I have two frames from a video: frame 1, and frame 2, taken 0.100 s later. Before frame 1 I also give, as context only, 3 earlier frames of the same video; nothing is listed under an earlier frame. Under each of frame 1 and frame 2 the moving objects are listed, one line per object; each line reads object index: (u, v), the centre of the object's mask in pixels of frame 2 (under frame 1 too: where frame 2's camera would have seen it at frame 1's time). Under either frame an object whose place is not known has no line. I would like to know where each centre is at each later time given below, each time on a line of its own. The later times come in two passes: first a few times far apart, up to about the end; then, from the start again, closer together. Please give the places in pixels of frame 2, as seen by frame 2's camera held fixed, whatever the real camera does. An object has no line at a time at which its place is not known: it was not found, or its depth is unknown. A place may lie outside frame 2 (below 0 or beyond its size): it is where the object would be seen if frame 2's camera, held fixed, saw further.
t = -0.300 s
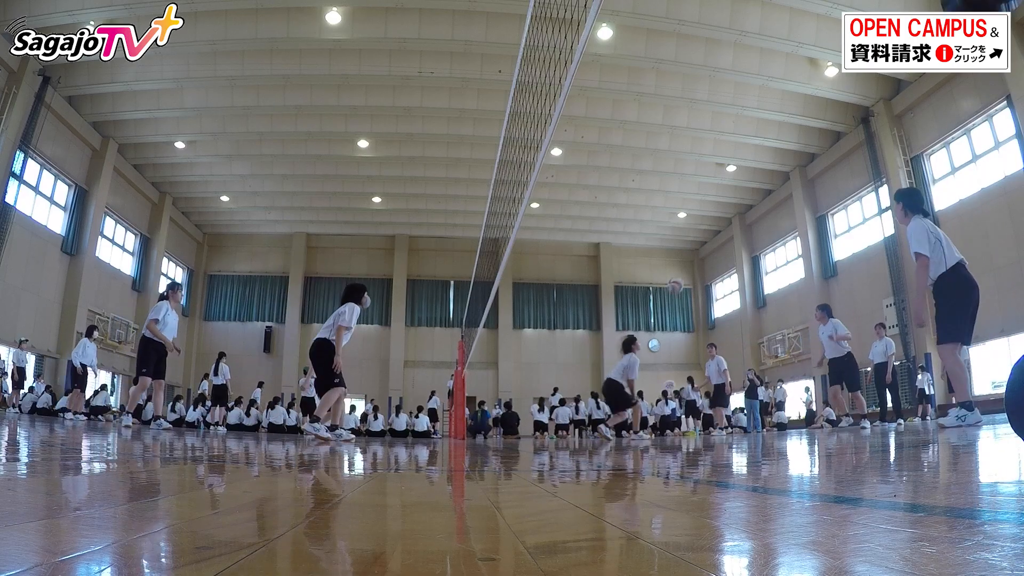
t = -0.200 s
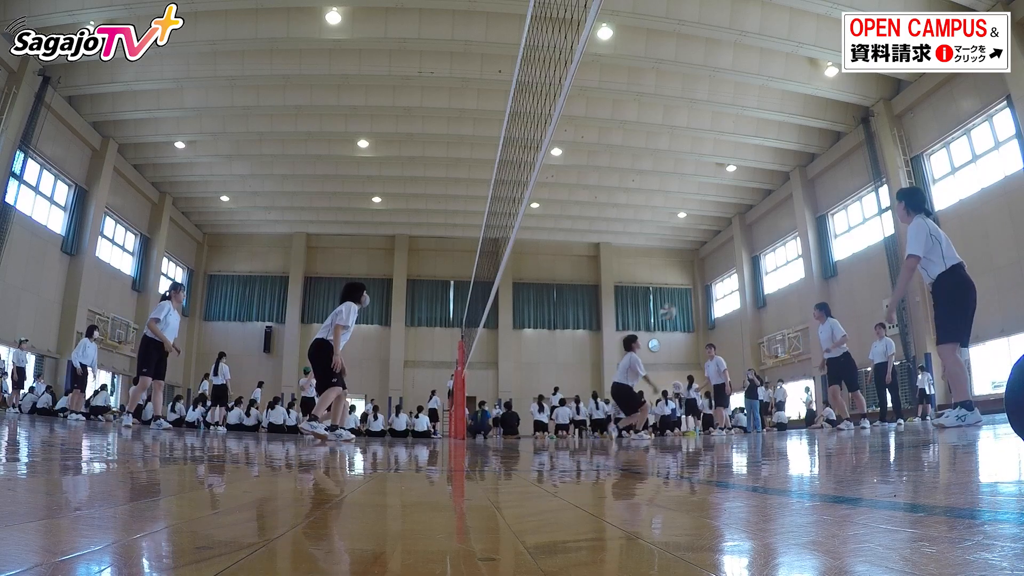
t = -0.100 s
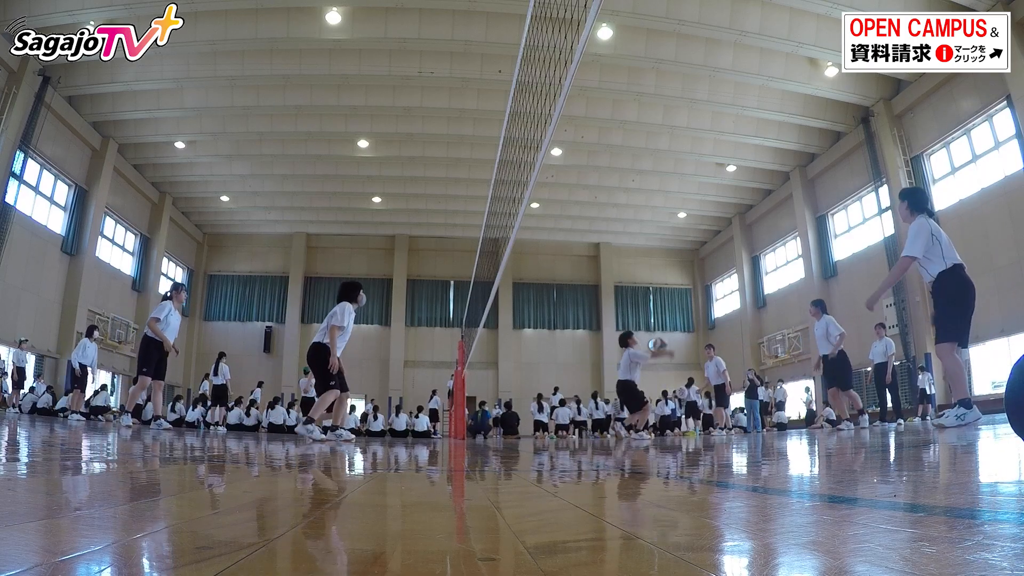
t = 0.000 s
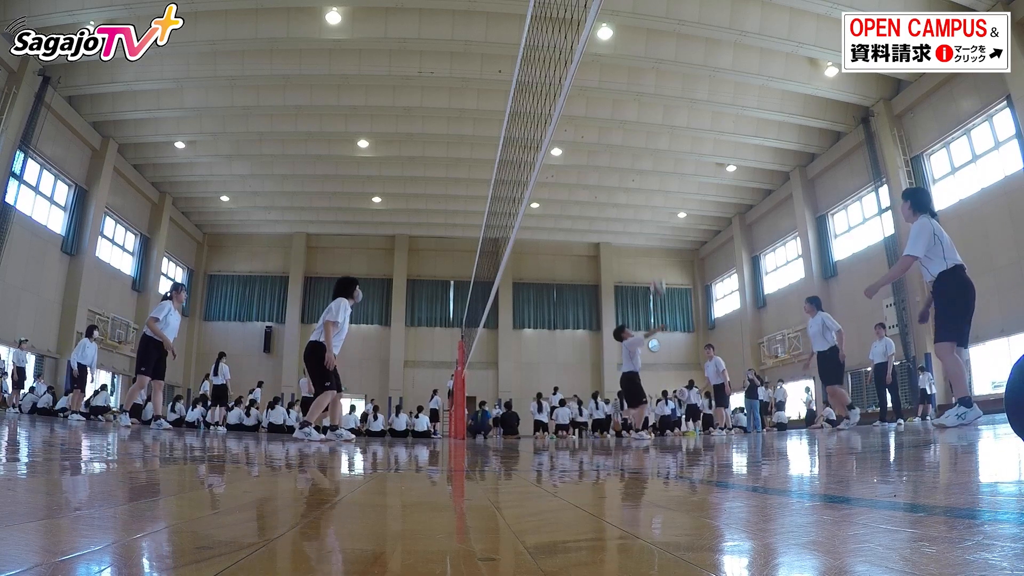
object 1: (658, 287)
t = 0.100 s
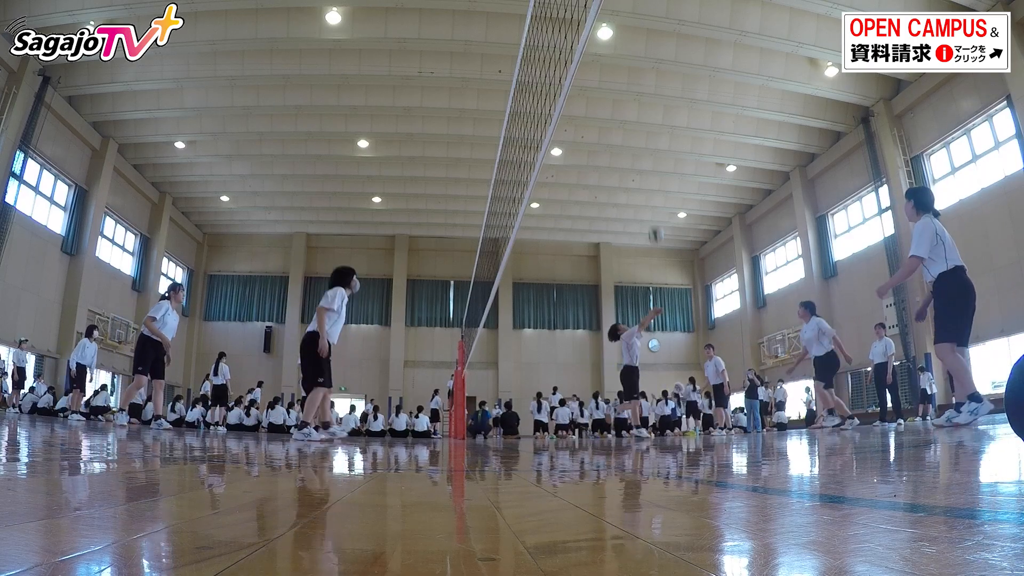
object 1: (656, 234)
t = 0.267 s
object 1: (653, 163)
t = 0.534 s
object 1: (651, 87)
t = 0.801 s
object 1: (653, 56)
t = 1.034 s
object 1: (659, 68)
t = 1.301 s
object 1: (674, 142)
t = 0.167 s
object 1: (655, 204)
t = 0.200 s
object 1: (655, 189)
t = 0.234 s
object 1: (654, 176)
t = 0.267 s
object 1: (653, 163)
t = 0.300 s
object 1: (653, 151)
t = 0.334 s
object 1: (653, 140)
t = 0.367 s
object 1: (652, 130)
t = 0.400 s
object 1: (651, 119)
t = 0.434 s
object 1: (651, 110)
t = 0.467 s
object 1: (651, 102)
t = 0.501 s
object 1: (651, 94)
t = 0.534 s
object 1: (651, 87)
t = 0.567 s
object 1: (651, 81)
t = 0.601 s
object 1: (651, 75)
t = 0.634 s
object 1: (651, 70)
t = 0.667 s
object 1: (651, 66)
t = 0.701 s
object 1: (651, 62)
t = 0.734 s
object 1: (652, 59)
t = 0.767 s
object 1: (652, 57)
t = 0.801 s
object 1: (653, 56)
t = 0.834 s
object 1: (653, 56)
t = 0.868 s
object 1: (655, 55)
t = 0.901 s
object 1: (655, 56)
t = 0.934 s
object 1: (656, 57)
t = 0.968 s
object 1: (657, 60)
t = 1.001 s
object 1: (658, 63)
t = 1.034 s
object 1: (659, 68)
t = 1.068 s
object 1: (661, 72)
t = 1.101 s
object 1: (662, 78)
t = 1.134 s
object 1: (663, 86)
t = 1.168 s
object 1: (666, 94)
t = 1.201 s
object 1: (668, 103)
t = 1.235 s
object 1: (669, 115)
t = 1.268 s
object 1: (671, 127)
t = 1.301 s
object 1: (674, 142)
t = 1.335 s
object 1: (677, 157)
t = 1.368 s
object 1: (680, 175)
